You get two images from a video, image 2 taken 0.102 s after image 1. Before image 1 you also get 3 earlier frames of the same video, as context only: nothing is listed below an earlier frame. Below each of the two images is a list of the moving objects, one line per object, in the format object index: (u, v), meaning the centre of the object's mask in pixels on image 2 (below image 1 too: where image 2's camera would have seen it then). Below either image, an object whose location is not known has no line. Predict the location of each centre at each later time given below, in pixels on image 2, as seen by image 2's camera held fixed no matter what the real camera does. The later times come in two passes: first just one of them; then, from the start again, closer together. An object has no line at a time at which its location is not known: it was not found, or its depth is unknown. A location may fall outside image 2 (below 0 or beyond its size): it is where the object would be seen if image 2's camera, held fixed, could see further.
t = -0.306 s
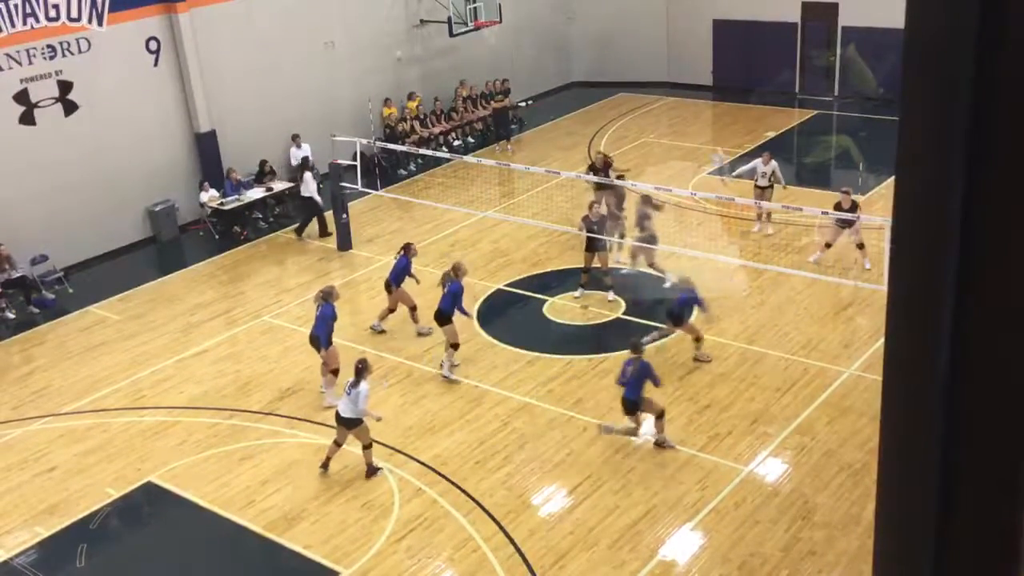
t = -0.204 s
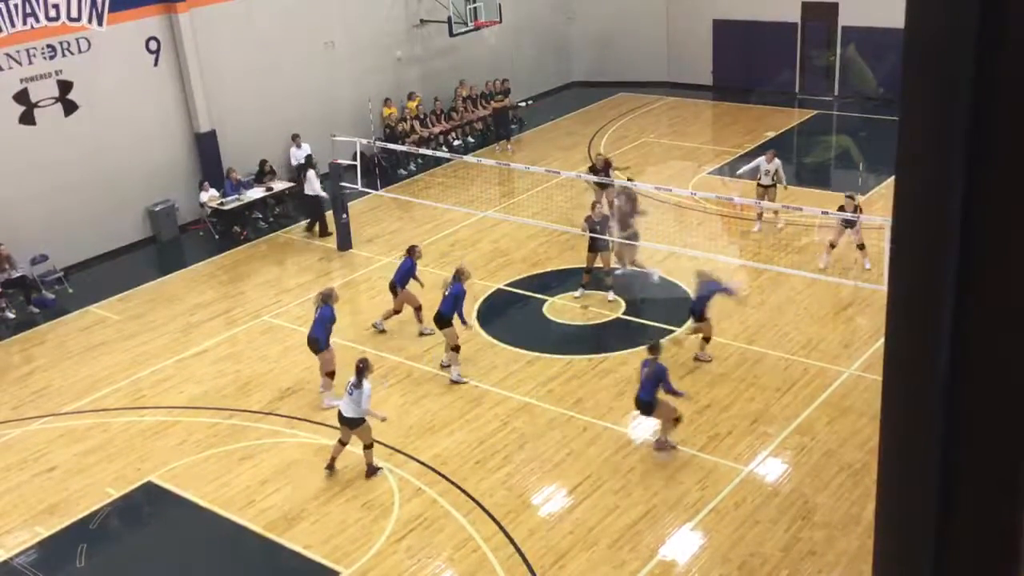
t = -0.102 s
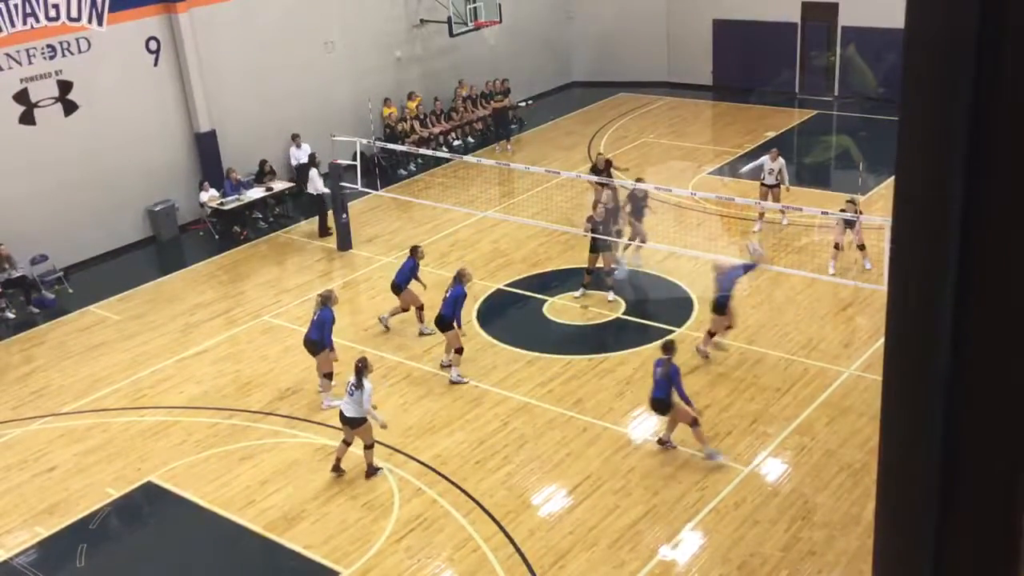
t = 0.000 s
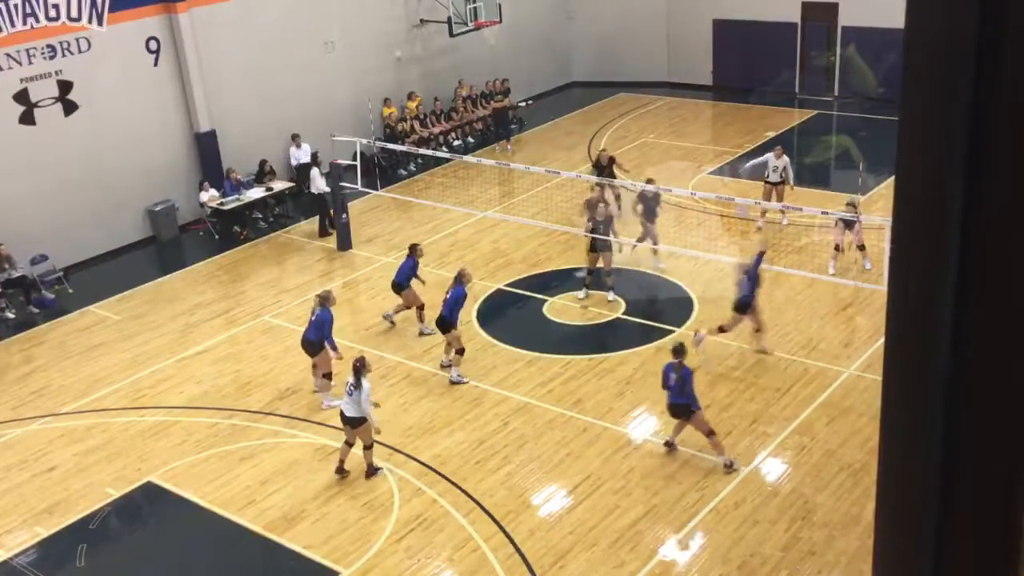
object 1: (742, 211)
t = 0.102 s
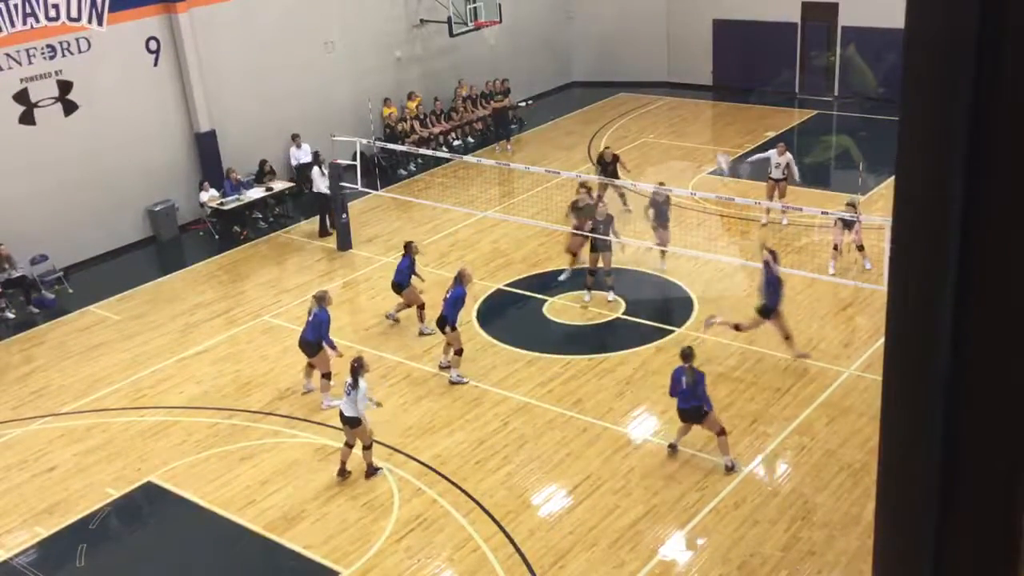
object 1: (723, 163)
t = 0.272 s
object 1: (691, 99)
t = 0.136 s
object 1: (716, 147)
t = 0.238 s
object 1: (697, 112)
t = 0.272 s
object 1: (691, 99)
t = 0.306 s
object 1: (685, 90)
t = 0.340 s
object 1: (679, 80)
